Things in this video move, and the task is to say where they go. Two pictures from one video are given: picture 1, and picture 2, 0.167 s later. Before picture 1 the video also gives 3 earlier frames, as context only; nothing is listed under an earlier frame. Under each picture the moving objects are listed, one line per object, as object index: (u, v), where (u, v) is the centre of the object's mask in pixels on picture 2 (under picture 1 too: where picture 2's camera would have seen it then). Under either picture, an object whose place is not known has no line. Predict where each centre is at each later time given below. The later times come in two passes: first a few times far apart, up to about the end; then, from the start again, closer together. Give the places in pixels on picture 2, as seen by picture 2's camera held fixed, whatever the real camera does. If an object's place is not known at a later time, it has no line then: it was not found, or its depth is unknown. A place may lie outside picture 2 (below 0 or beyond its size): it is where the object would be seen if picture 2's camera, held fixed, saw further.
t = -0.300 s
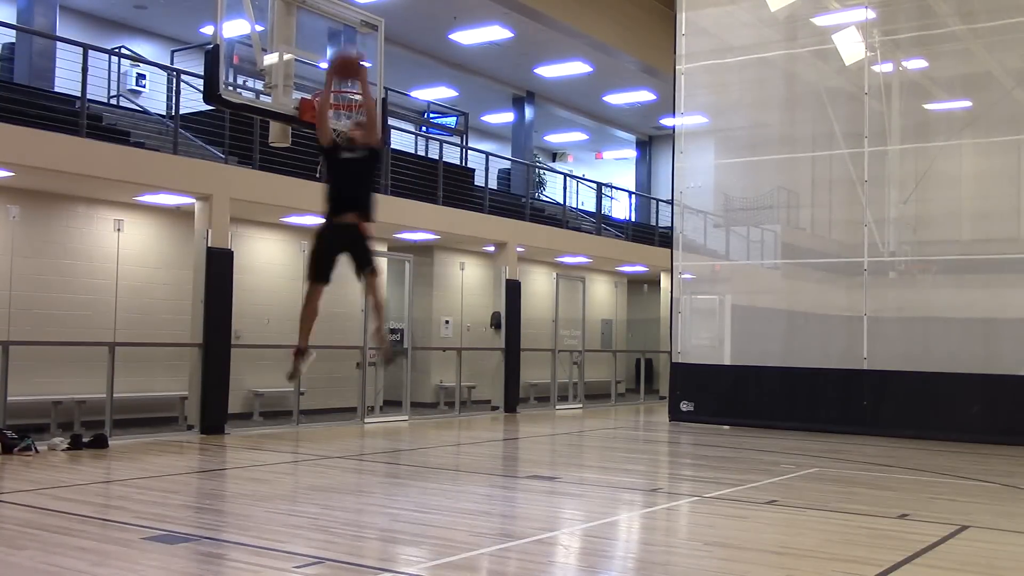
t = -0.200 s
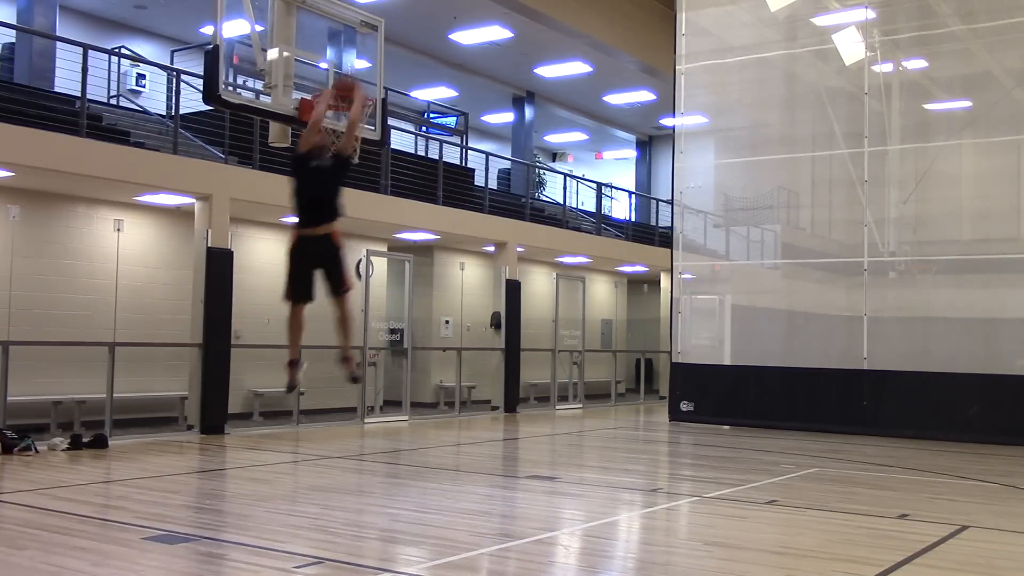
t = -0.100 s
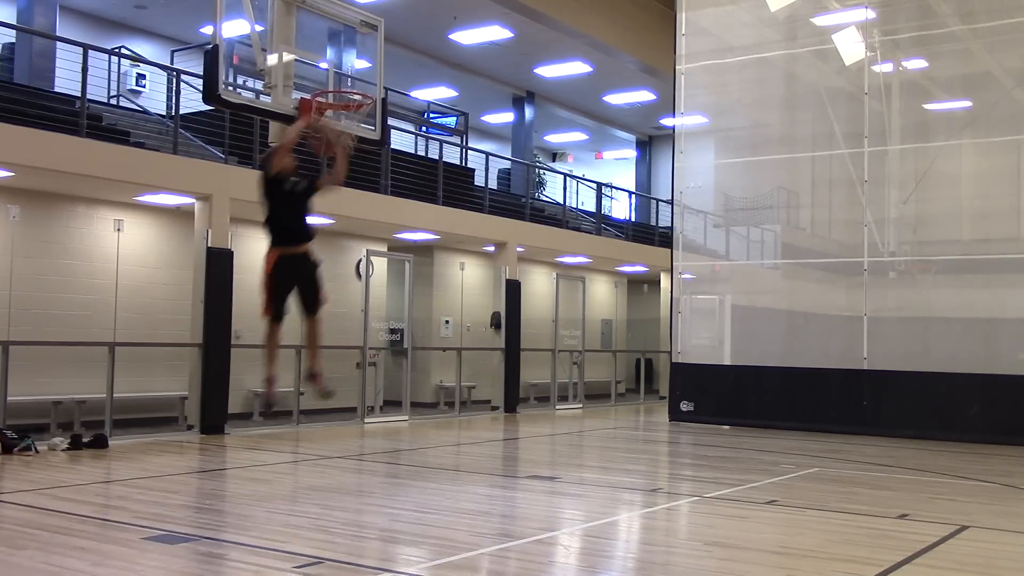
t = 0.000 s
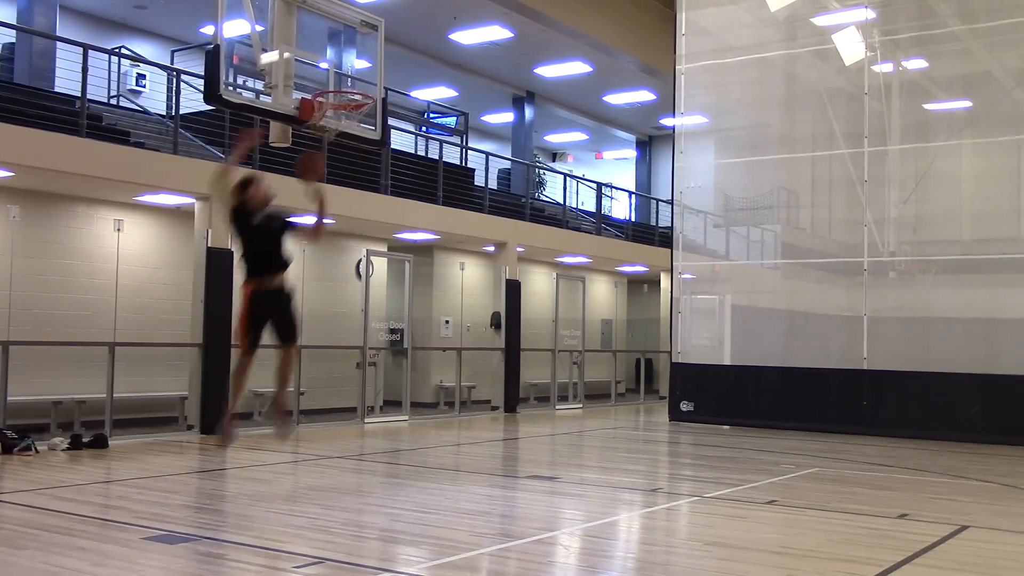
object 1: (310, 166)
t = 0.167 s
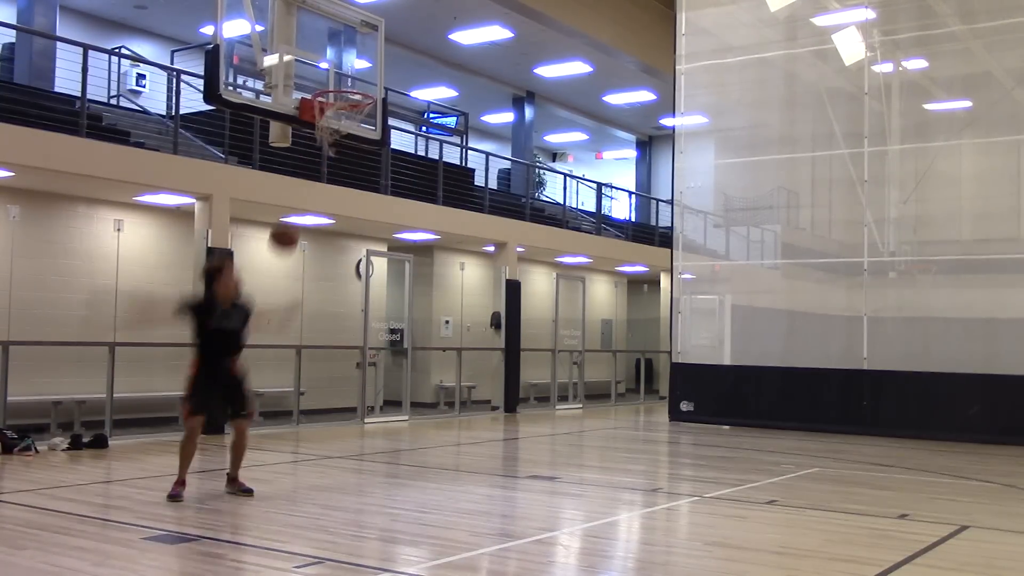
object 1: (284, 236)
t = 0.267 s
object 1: (269, 294)
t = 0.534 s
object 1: (238, 444)
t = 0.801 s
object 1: (273, 325)
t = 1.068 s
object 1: (305, 290)
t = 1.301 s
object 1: (332, 327)
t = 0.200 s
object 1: (279, 255)
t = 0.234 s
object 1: (274, 273)
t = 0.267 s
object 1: (269, 294)
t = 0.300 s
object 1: (264, 316)
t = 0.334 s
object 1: (259, 338)
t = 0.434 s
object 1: (244, 412)
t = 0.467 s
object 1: (237, 443)
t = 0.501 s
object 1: (233, 463)
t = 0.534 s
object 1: (238, 444)
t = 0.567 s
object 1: (243, 425)
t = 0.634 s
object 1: (252, 391)
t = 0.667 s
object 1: (256, 373)
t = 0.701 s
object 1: (260, 361)
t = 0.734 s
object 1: (265, 348)
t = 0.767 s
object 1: (269, 335)
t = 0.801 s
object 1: (273, 325)
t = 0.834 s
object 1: (278, 316)
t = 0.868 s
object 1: (281, 309)
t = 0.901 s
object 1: (286, 302)
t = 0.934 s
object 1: (290, 297)
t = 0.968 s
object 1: (294, 294)
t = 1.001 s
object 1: (298, 291)
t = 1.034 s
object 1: (302, 290)
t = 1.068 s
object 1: (305, 290)
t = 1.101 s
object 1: (309, 292)
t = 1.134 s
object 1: (313, 294)
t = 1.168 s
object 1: (317, 298)
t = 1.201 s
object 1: (321, 303)
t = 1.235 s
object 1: (324, 310)
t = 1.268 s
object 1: (328, 318)
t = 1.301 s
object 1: (332, 327)
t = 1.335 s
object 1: (335, 337)
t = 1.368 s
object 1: (338, 349)
